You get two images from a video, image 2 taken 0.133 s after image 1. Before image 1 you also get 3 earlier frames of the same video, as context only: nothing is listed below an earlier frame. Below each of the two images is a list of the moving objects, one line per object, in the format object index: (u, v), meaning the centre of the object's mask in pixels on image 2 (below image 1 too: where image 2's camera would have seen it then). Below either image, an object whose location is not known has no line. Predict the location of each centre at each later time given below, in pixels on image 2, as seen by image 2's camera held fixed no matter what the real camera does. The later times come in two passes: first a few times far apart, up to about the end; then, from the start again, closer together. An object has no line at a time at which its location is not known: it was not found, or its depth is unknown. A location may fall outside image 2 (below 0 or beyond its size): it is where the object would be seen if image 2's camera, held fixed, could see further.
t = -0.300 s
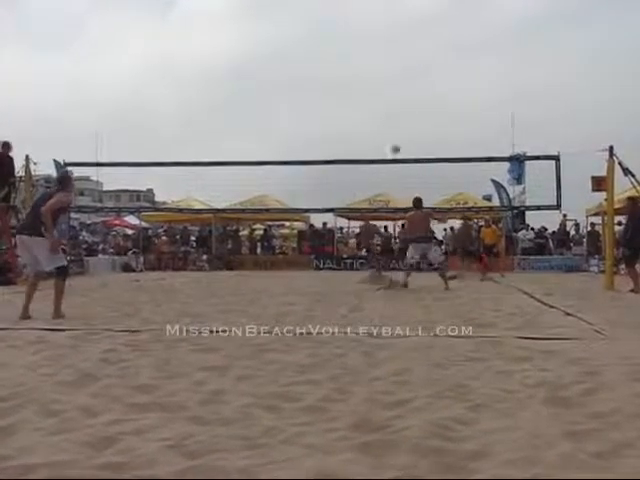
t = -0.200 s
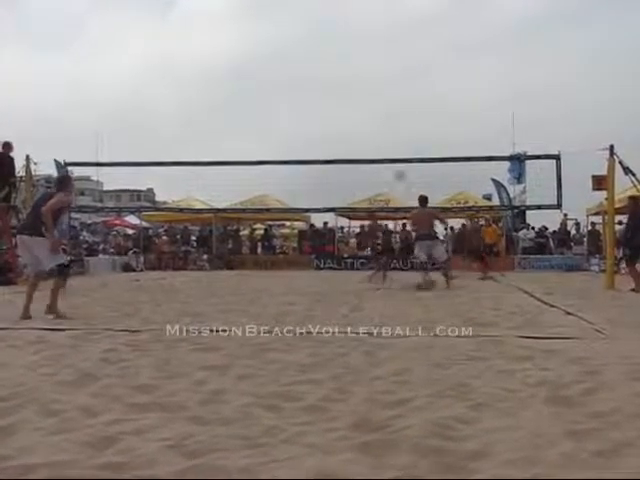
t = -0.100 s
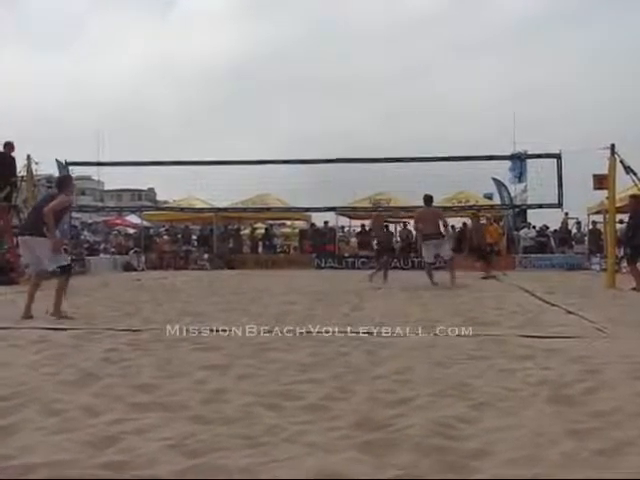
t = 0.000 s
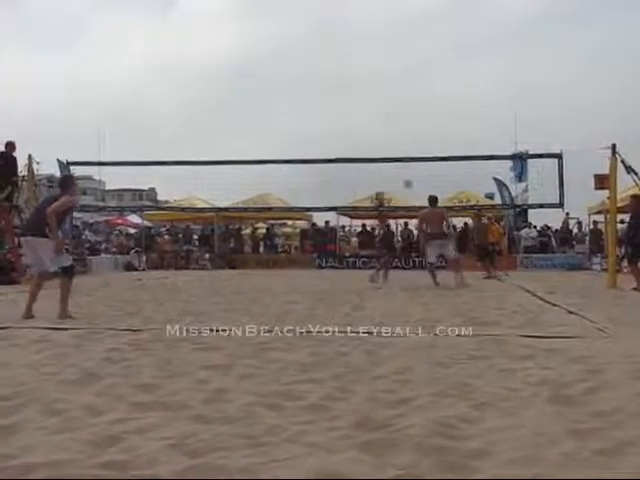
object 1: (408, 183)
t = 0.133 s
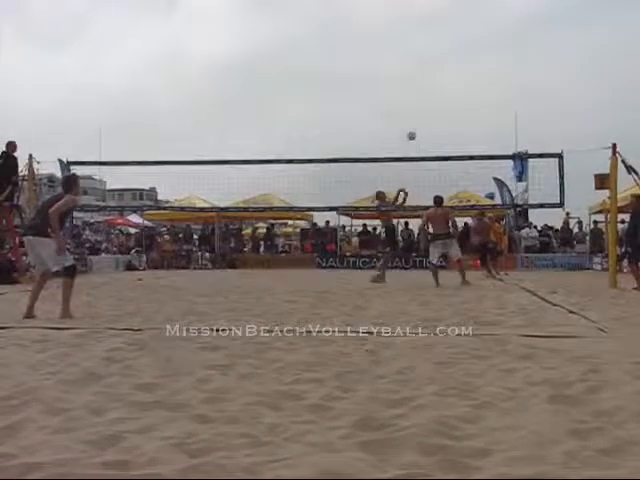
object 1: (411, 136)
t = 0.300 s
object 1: (419, 88)
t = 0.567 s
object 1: (428, 41)
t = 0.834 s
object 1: (438, 26)
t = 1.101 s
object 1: (447, 45)
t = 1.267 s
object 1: (453, 73)
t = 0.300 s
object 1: (419, 88)
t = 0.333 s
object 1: (420, 81)
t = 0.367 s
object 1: (420, 73)
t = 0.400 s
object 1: (421, 67)
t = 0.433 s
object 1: (423, 60)
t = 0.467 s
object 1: (424, 54)
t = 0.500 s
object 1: (426, 49)
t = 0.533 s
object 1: (427, 46)
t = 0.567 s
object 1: (428, 41)
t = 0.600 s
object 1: (429, 37)
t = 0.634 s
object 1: (430, 34)
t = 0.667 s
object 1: (432, 32)
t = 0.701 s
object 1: (433, 29)
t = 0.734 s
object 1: (434, 28)
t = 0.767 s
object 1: (436, 27)
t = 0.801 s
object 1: (437, 26)
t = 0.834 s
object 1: (438, 26)
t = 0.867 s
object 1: (439, 27)
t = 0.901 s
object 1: (440, 28)
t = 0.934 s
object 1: (441, 29)
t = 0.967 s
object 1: (443, 32)
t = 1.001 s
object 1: (444, 34)
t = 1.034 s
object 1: (445, 37)
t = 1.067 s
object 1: (446, 41)
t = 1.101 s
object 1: (447, 45)
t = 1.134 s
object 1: (448, 50)
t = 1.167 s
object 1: (449, 55)
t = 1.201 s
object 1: (450, 61)
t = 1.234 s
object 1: (452, 67)
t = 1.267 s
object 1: (453, 73)
